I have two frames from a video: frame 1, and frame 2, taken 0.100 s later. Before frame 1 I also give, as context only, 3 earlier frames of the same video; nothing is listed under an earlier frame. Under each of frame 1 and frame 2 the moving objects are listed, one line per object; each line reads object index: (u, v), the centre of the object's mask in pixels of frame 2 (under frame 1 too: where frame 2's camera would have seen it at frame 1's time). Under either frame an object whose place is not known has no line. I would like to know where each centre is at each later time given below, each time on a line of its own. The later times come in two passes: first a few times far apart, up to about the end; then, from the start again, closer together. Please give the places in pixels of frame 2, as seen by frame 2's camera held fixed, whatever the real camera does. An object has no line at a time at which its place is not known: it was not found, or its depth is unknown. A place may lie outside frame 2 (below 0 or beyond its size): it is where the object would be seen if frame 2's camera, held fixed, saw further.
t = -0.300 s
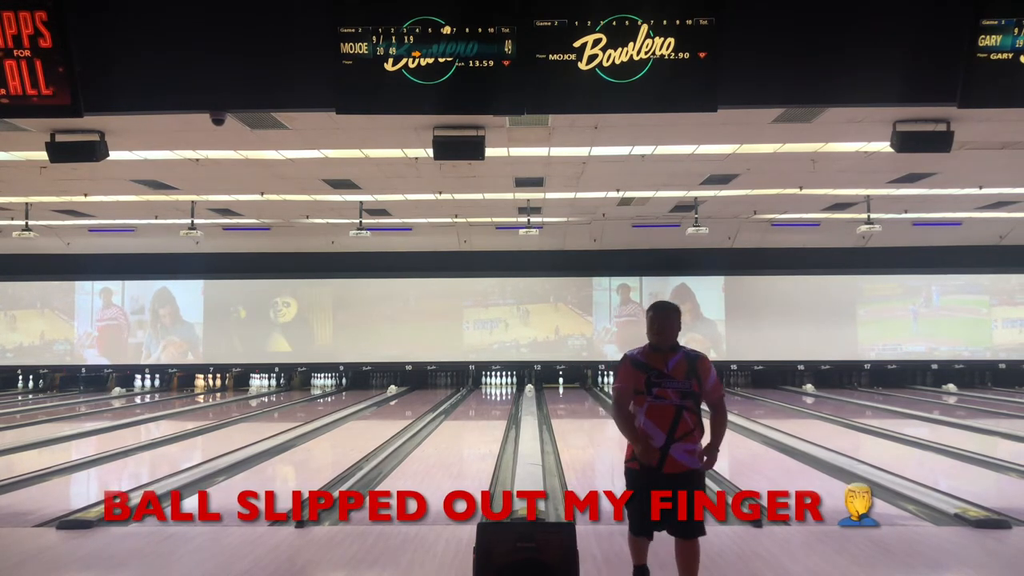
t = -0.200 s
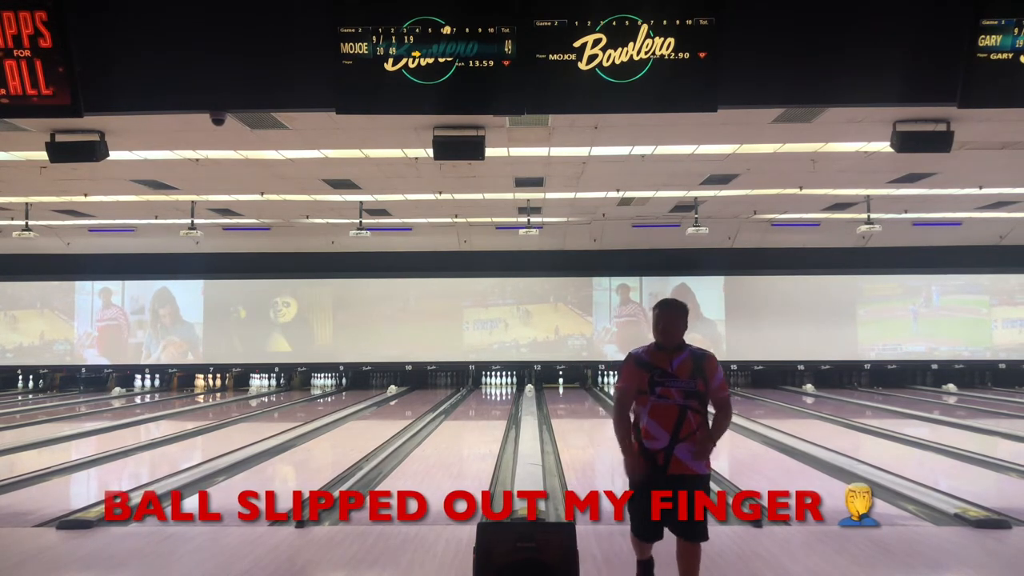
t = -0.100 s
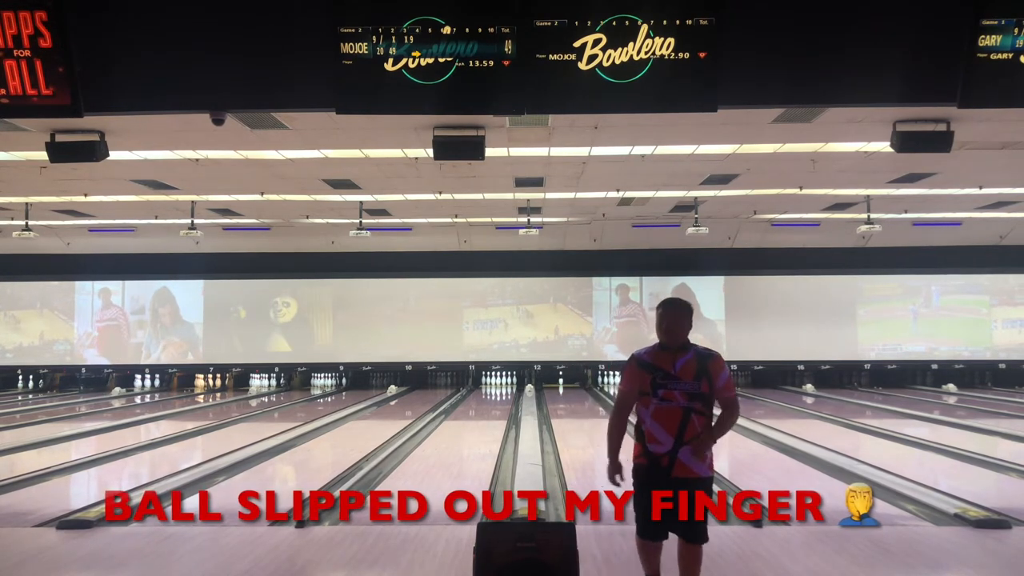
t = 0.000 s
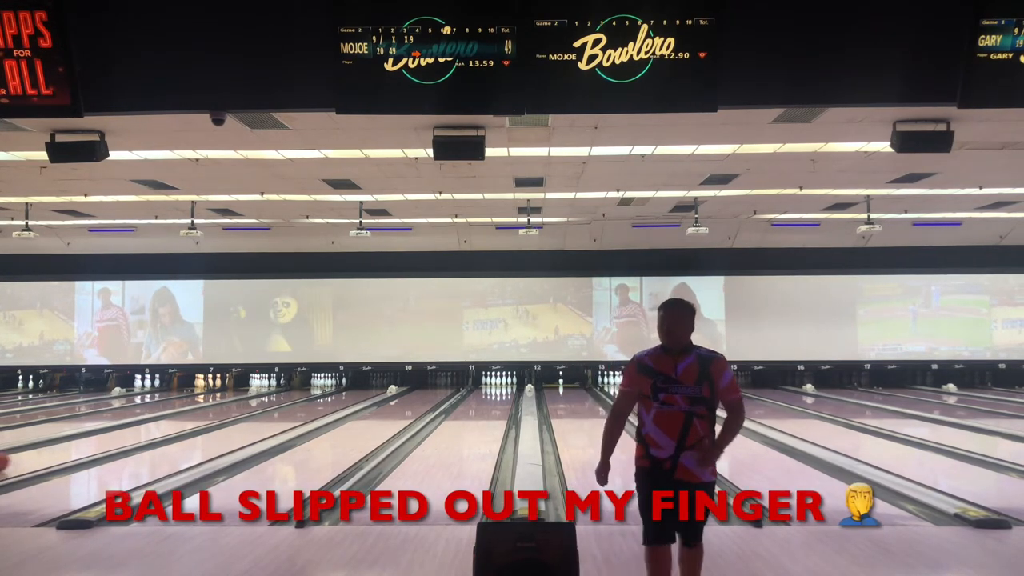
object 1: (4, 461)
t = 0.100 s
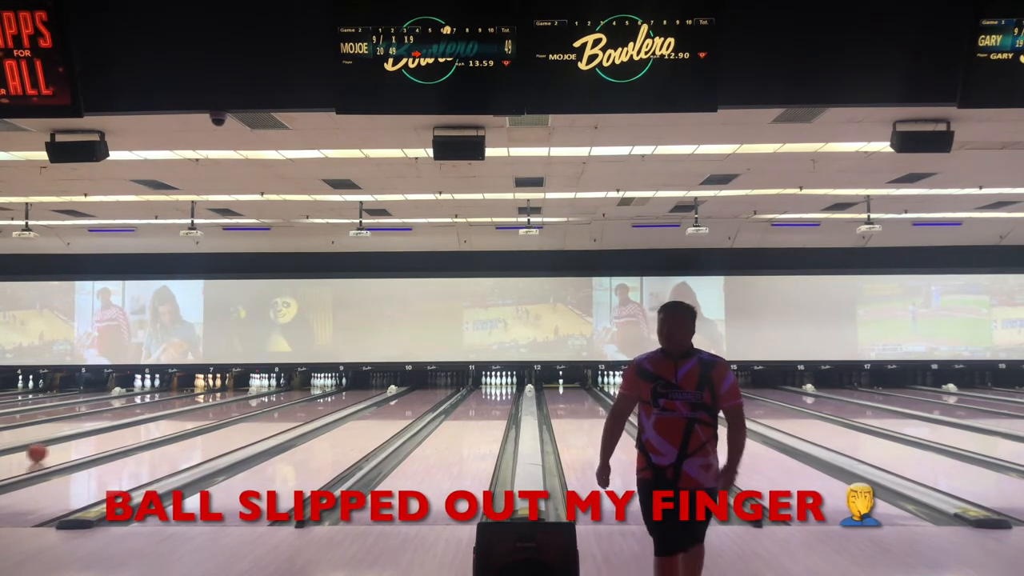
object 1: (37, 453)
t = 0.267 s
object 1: (90, 440)
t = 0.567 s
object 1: (160, 424)
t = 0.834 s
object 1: (206, 413)
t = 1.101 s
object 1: (241, 405)
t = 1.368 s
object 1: (269, 398)
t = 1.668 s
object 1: (295, 392)
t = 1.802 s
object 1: (304, 390)
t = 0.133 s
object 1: (49, 450)
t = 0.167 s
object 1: (60, 447)
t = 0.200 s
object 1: (70, 444)
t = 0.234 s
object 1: (80, 442)
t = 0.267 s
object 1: (90, 440)
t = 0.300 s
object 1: (99, 438)
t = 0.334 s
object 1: (108, 436)
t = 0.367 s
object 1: (117, 434)
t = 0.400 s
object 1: (125, 432)
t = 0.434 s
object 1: (133, 430)
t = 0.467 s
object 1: (140, 429)
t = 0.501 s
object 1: (147, 427)
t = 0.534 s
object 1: (154, 425)
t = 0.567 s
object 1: (160, 424)
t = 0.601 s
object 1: (167, 422)
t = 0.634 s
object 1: (173, 421)
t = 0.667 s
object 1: (179, 419)
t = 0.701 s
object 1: (185, 418)
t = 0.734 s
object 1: (190, 417)
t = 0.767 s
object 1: (196, 416)
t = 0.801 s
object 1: (201, 415)
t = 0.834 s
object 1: (206, 413)
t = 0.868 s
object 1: (211, 412)
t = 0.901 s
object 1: (216, 411)
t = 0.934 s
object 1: (220, 410)
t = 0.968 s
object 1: (225, 409)
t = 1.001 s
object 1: (229, 408)
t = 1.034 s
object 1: (233, 407)
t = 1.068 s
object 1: (237, 406)
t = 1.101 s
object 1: (241, 405)
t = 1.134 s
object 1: (244, 404)
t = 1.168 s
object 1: (248, 403)
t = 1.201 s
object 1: (253, 402)
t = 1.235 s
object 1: (256, 402)
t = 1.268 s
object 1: (260, 401)
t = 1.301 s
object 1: (263, 400)
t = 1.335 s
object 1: (266, 399)
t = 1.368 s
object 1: (269, 398)
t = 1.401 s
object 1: (273, 398)
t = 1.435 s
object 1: (276, 397)
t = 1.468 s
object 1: (279, 396)
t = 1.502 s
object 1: (281, 395)
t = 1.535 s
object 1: (284, 395)
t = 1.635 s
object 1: (292, 392)
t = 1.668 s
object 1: (295, 392)
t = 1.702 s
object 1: (297, 391)
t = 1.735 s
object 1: (300, 391)
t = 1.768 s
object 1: (302, 390)
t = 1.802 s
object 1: (304, 390)
